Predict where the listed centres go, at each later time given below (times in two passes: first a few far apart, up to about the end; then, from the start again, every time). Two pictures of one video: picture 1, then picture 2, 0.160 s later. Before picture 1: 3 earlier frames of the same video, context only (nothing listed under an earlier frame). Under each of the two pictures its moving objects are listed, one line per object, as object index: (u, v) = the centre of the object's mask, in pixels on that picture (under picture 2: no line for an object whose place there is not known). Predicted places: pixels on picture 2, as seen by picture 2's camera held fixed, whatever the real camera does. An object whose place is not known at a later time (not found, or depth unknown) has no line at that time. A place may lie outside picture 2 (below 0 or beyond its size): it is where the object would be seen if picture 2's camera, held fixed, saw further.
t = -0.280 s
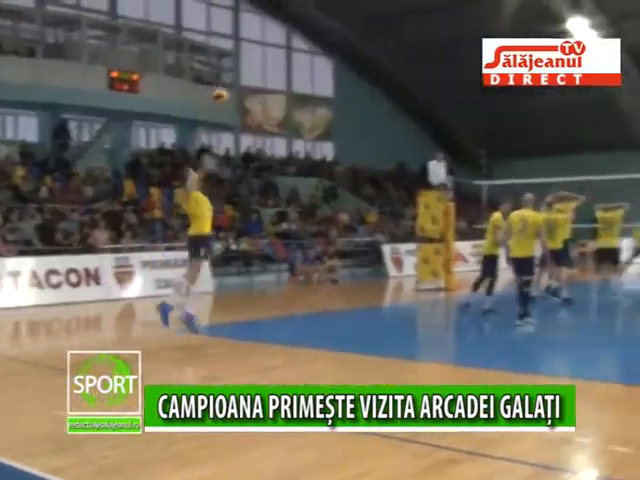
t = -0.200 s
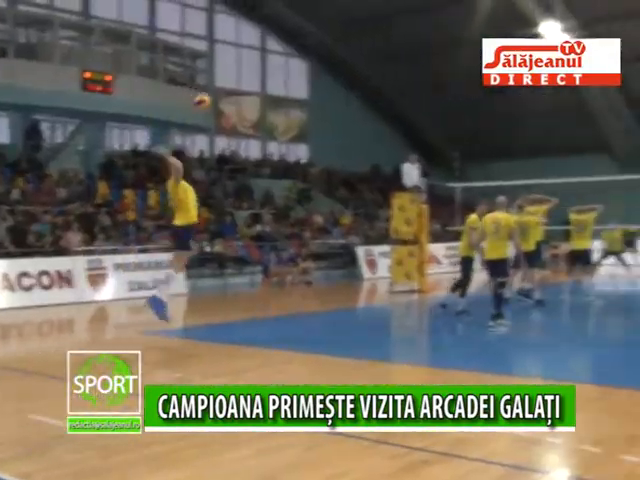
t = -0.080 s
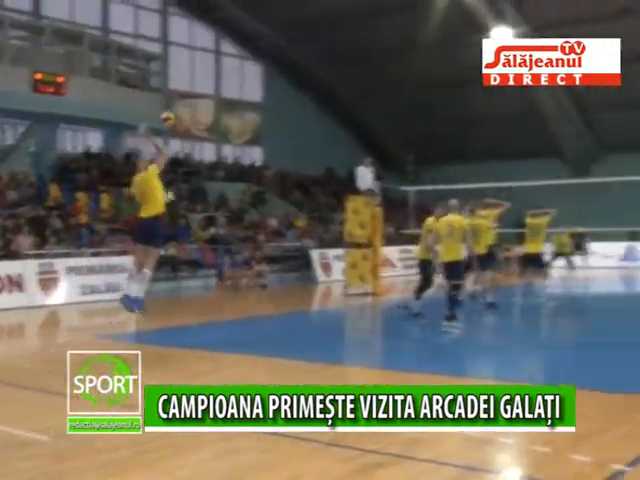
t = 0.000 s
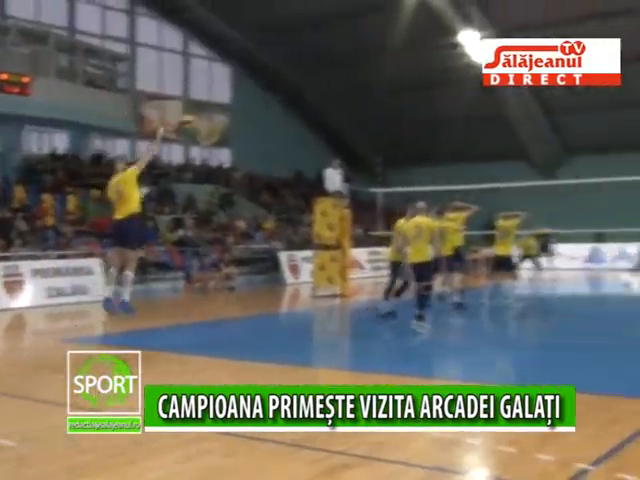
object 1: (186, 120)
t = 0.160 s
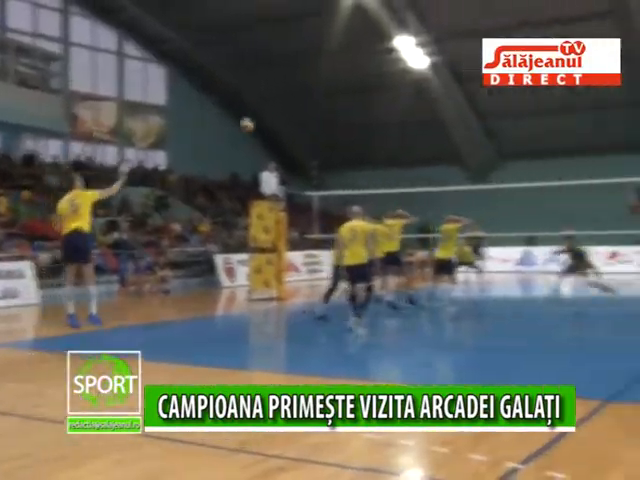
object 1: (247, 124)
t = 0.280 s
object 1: (313, 138)
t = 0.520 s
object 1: (406, 179)
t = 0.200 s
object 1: (271, 127)
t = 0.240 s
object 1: (292, 132)
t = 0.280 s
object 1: (313, 138)
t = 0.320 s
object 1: (331, 143)
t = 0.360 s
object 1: (349, 151)
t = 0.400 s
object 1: (364, 158)
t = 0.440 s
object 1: (379, 165)
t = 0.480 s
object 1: (393, 171)
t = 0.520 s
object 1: (406, 179)
